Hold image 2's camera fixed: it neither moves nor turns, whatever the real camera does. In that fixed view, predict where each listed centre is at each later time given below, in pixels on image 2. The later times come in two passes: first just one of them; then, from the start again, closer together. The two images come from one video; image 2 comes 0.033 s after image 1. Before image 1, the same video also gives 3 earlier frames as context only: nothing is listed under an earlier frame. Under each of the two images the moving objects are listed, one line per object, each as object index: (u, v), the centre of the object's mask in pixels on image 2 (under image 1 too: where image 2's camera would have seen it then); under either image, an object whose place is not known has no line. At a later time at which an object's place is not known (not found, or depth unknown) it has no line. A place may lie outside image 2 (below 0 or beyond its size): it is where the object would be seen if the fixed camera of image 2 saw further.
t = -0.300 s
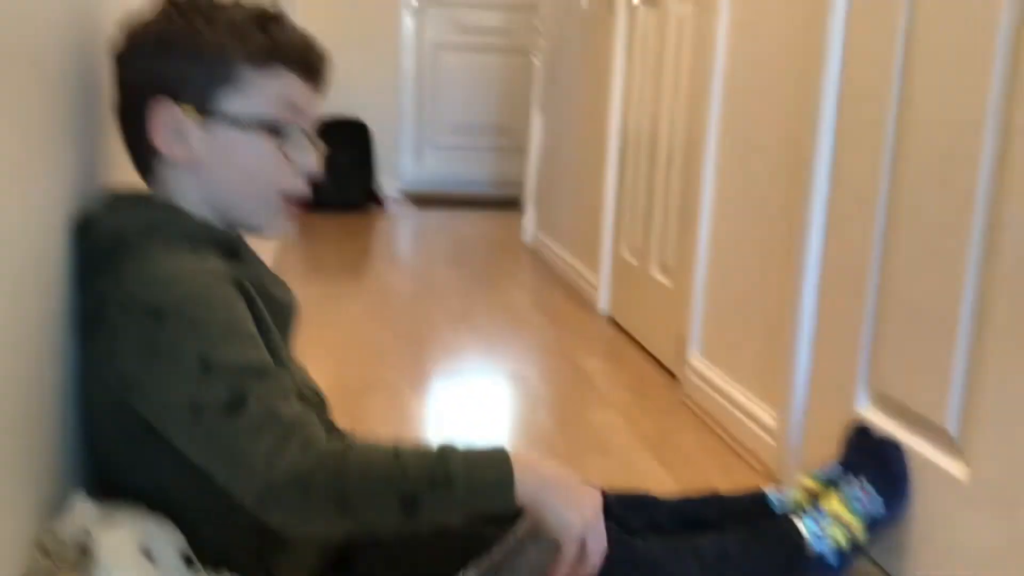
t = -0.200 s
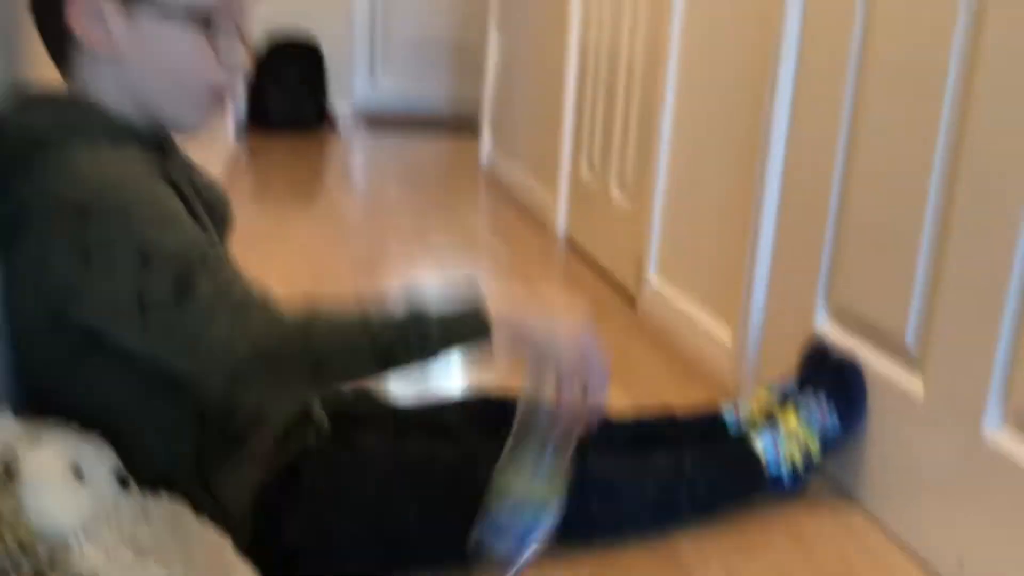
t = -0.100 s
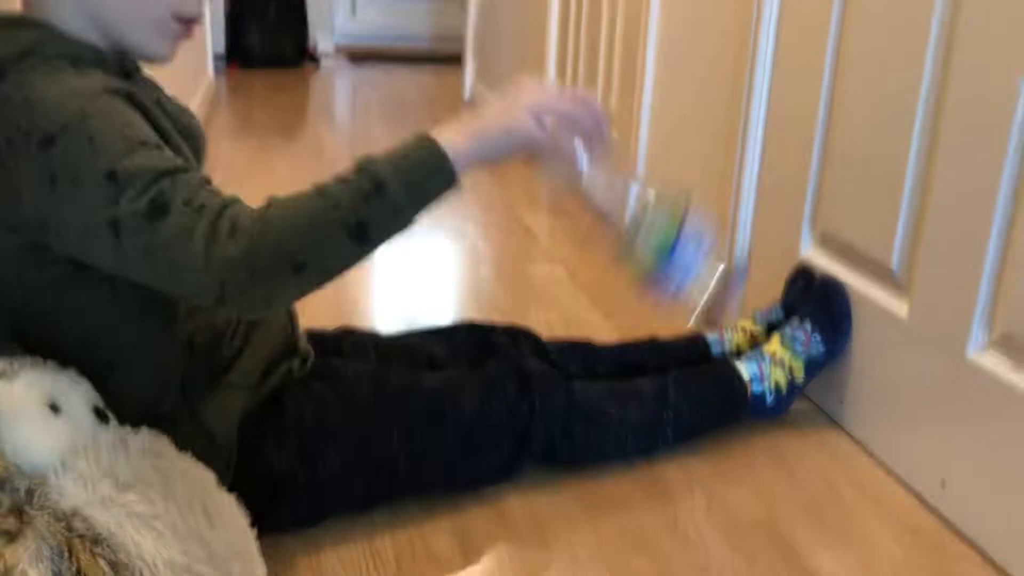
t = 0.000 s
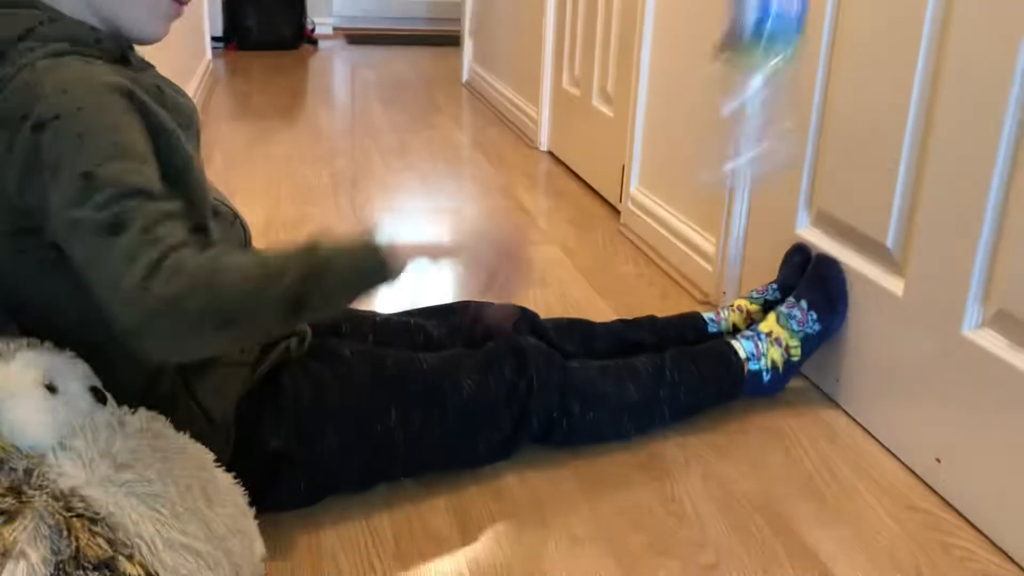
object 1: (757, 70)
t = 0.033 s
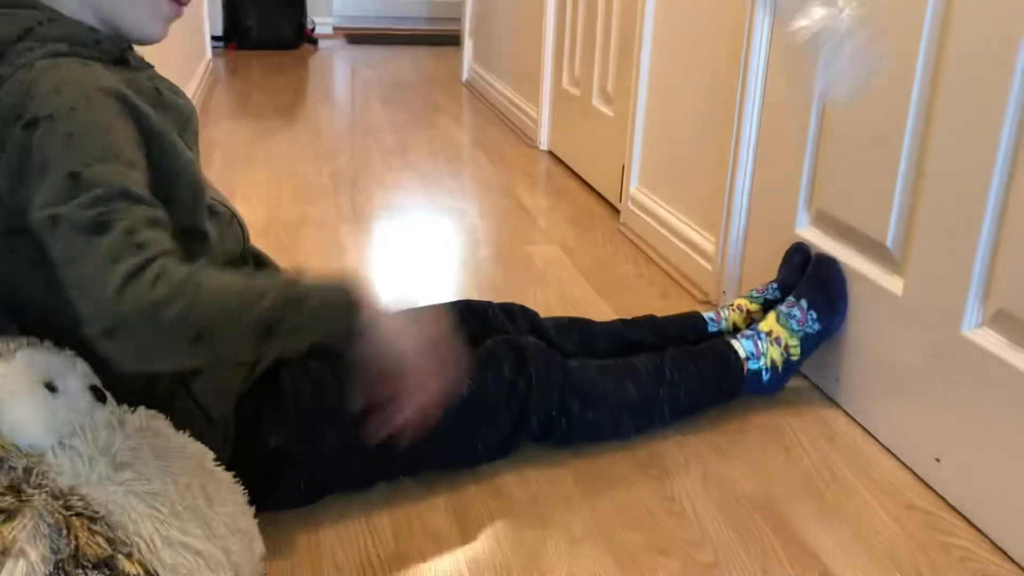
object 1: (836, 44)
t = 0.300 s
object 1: (876, 26)
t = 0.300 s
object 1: (876, 26)
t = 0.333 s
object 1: (925, 63)
